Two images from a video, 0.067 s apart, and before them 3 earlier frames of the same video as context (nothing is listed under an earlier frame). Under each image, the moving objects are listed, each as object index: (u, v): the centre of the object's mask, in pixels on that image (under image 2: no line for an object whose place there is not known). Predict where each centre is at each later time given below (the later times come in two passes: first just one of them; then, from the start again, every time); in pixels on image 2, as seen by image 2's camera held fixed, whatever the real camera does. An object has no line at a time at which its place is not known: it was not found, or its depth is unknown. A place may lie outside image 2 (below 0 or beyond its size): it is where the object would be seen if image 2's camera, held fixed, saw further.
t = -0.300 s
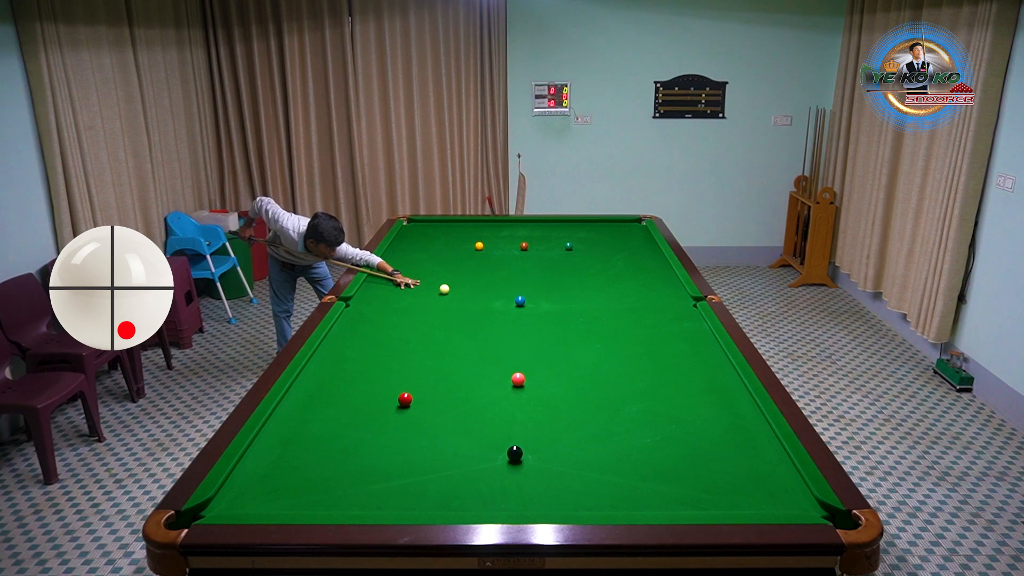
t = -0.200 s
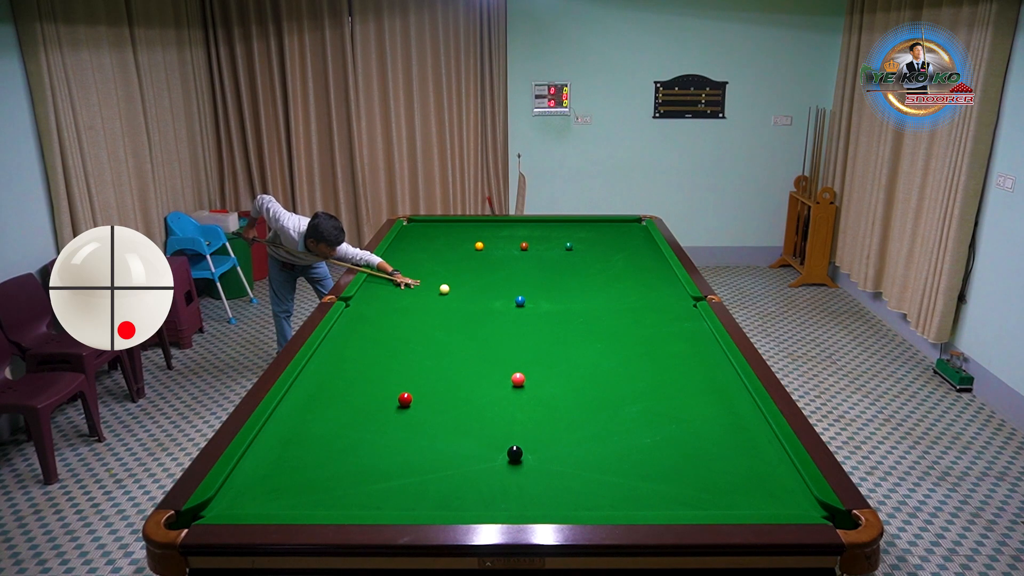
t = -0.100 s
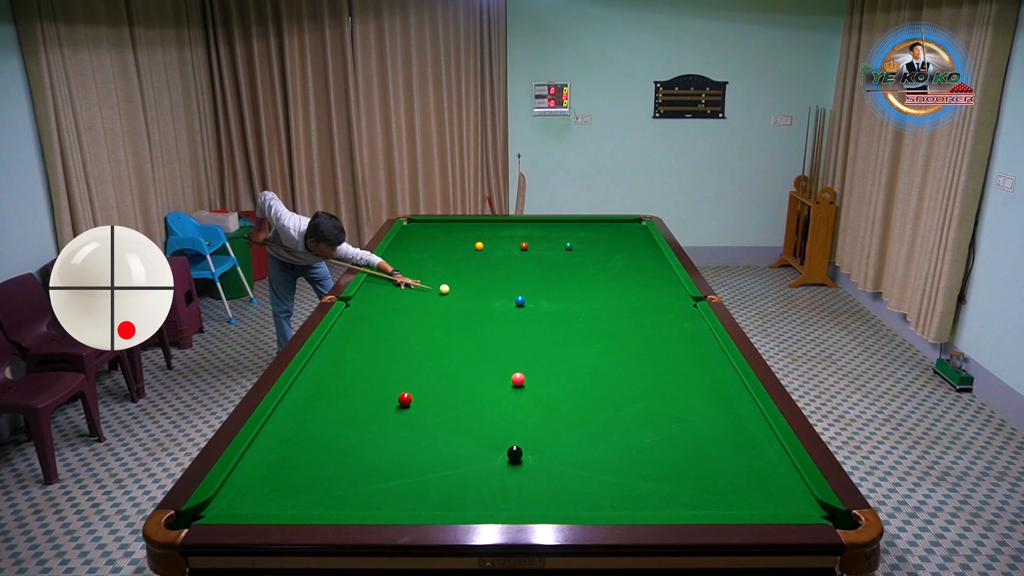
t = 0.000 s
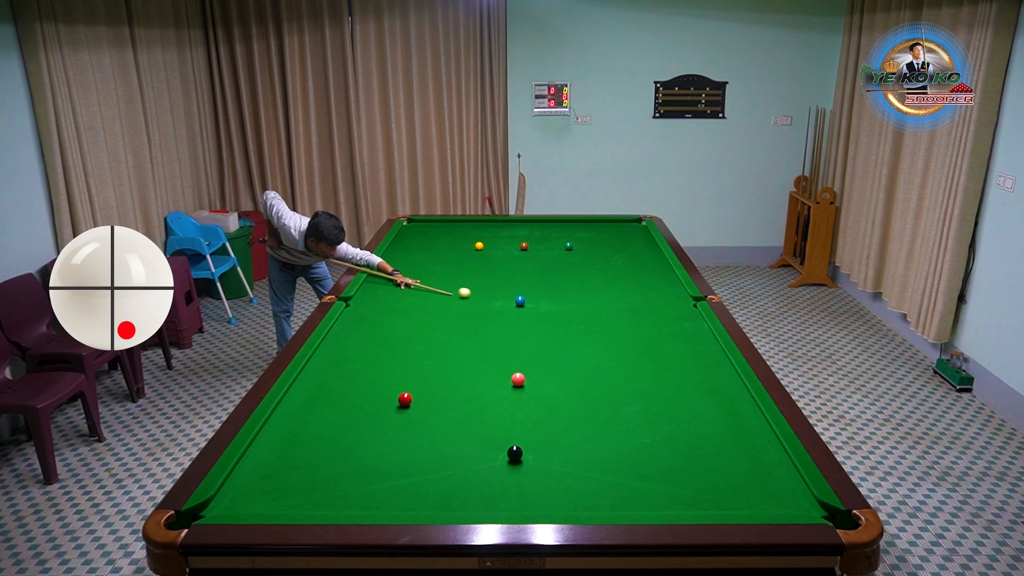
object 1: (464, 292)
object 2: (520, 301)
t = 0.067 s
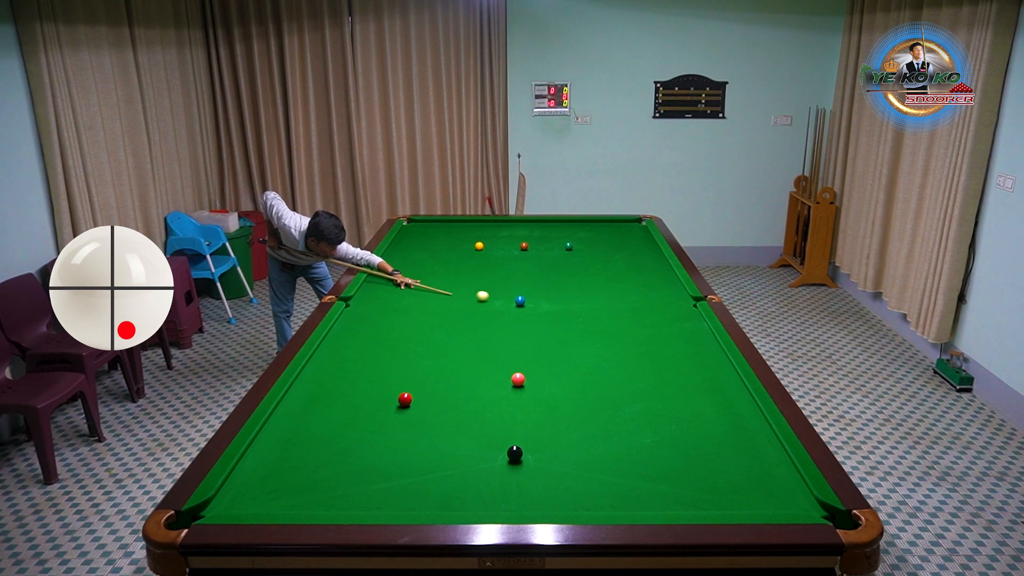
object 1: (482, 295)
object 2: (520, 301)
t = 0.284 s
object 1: (510, 304)
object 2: (537, 301)
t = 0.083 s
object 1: (487, 296)
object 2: (520, 301)
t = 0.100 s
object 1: (491, 297)
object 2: (520, 301)
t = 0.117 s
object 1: (495, 298)
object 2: (520, 301)
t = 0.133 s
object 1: (499, 299)
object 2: (520, 301)
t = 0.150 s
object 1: (503, 300)
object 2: (520, 301)
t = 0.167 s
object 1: (506, 300)
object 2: (520, 301)
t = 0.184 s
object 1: (509, 301)
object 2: (520, 301)
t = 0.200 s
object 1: (510, 302)
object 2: (523, 301)
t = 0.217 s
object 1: (510, 302)
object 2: (527, 301)
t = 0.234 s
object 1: (510, 302)
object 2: (530, 301)
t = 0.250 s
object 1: (510, 303)
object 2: (532, 301)
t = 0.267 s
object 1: (510, 304)
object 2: (535, 301)
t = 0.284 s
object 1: (510, 304)
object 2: (537, 301)
